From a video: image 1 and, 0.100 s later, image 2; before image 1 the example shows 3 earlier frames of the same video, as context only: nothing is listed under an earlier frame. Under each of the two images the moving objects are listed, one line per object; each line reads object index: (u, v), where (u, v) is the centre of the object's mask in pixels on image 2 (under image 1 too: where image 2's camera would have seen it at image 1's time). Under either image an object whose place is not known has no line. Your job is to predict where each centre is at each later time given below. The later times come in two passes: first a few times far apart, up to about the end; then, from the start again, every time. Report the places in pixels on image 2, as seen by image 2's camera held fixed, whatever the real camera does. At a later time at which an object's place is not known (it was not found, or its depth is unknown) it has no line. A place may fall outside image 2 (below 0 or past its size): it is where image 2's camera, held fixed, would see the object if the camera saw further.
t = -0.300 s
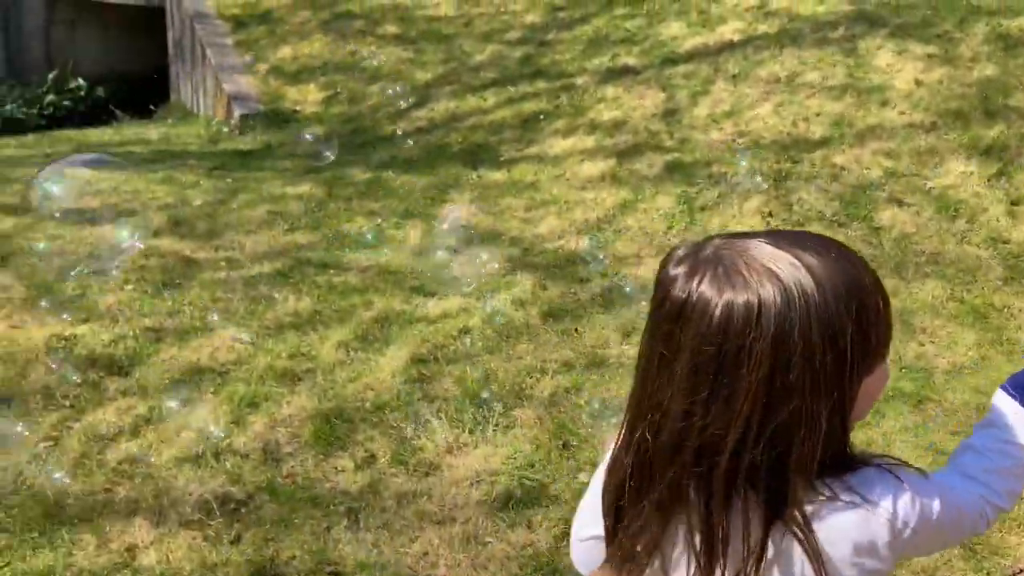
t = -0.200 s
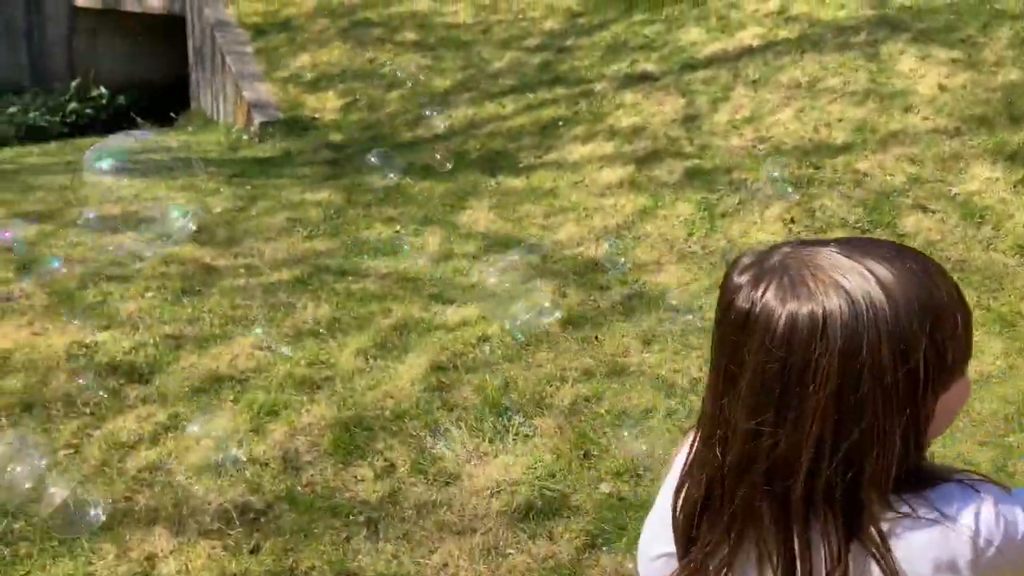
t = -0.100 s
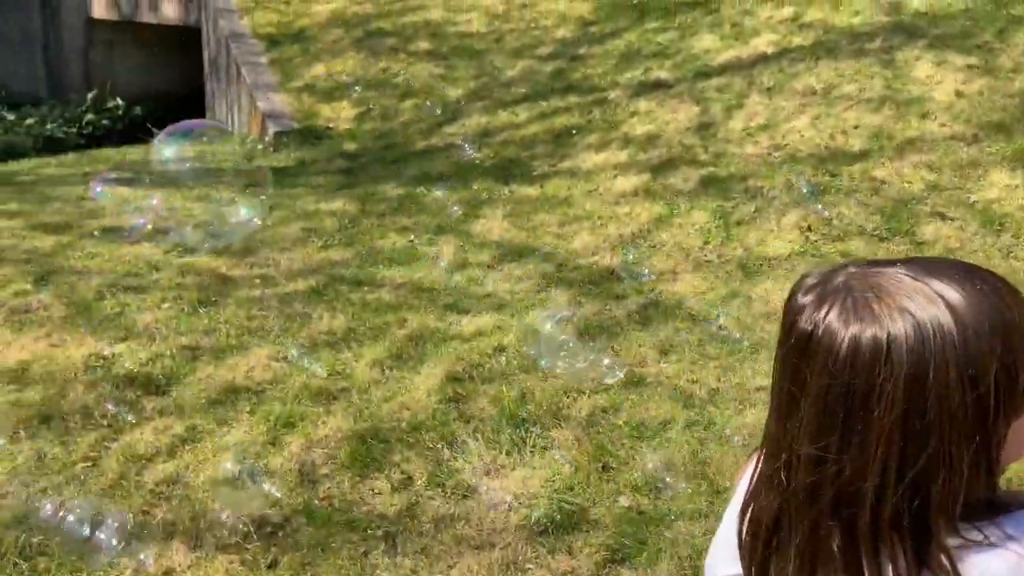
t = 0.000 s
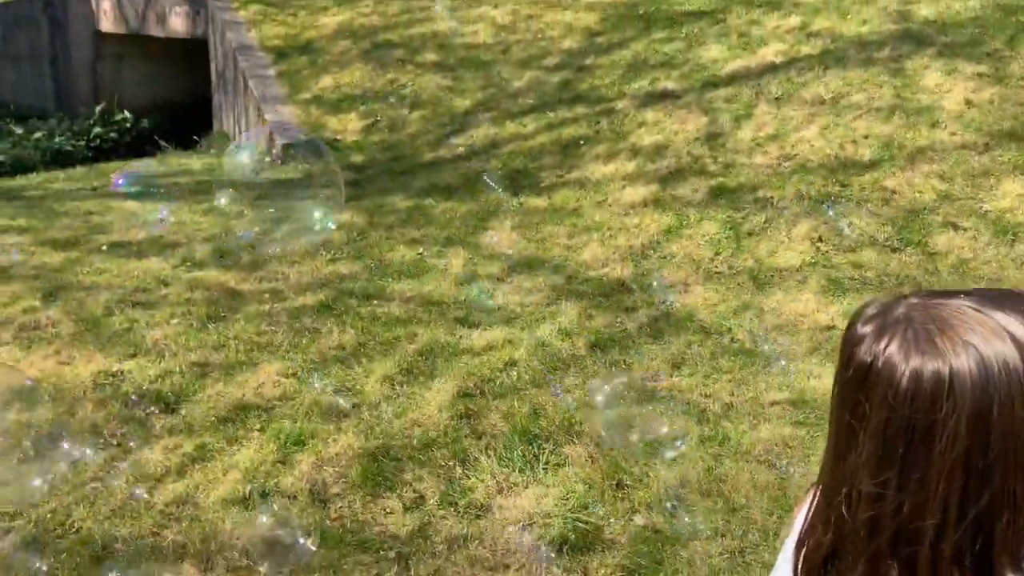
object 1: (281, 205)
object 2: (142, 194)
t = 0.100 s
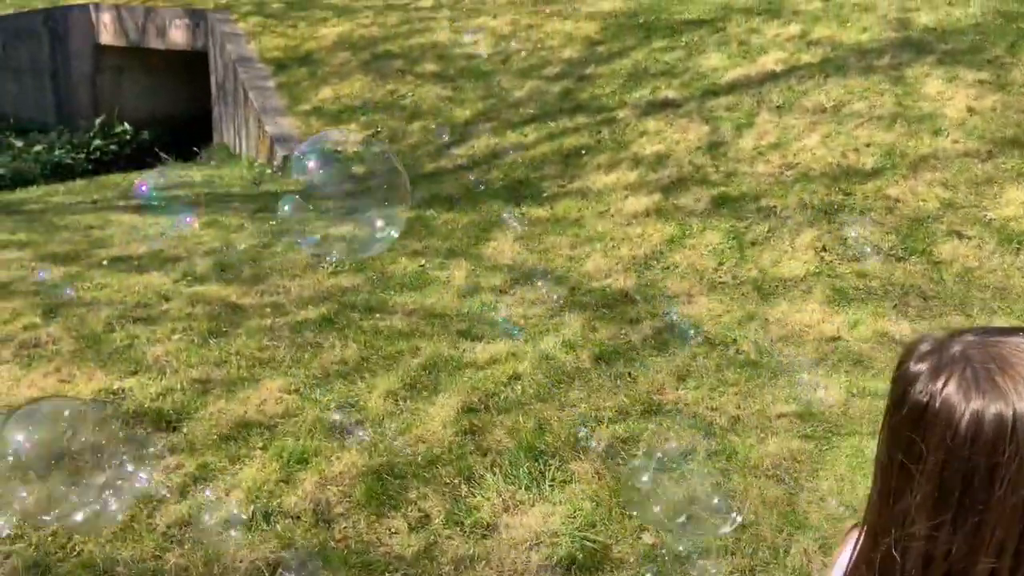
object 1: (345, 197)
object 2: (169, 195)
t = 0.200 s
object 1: (403, 190)
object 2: (196, 192)
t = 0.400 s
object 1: (488, 186)
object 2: (232, 191)
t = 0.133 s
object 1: (364, 195)
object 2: (180, 192)
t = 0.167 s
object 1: (383, 193)
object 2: (184, 194)
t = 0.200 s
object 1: (403, 190)
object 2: (196, 192)
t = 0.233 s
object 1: (420, 190)
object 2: (211, 191)
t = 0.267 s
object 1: (437, 189)
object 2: (218, 191)
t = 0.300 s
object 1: (452, 188)
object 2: (223, 192)
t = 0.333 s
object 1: (468, 185)
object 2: (227, 192)
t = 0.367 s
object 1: (479, 185)
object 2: (230, 191)
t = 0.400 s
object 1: (488, 186)
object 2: (232, 191)
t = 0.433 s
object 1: (503, 183)
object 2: (234, 189)
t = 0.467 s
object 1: (515, 185)
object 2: (233, 189)
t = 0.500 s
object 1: (525, 189)
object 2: (230, 188)
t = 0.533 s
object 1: (534, 194)
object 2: (226, 188)
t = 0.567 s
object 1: (546, 198)
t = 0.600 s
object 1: (551, 202)
